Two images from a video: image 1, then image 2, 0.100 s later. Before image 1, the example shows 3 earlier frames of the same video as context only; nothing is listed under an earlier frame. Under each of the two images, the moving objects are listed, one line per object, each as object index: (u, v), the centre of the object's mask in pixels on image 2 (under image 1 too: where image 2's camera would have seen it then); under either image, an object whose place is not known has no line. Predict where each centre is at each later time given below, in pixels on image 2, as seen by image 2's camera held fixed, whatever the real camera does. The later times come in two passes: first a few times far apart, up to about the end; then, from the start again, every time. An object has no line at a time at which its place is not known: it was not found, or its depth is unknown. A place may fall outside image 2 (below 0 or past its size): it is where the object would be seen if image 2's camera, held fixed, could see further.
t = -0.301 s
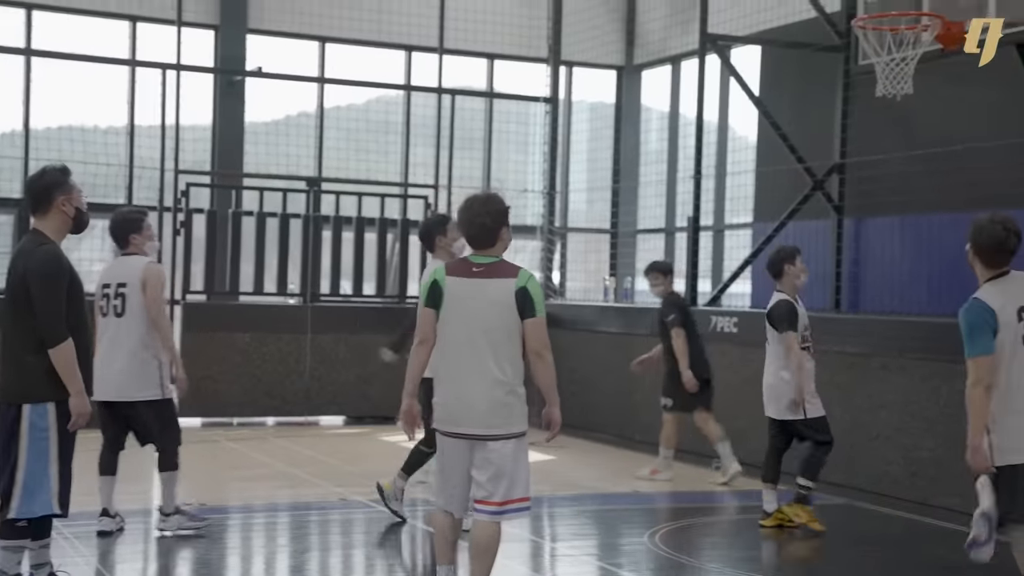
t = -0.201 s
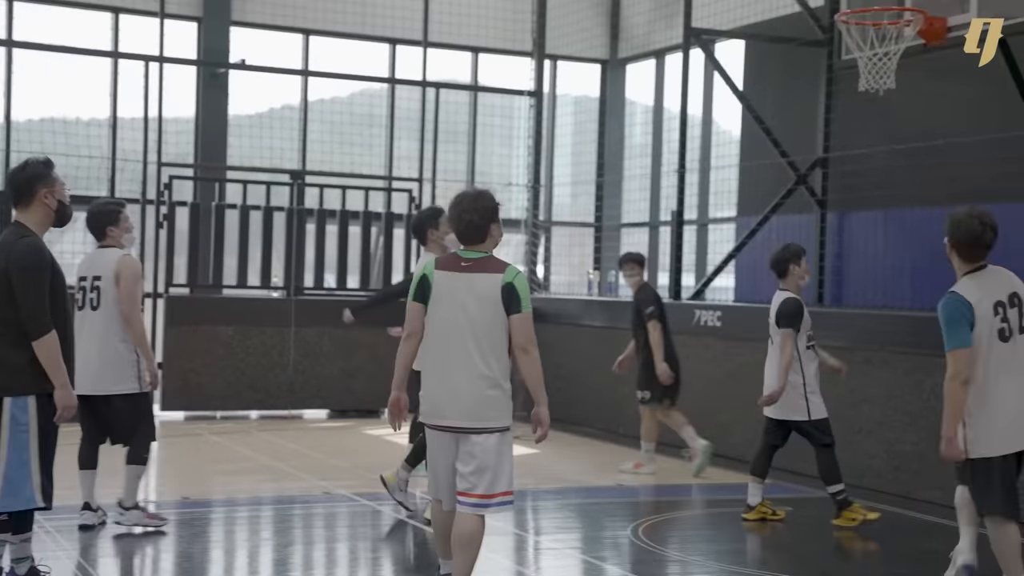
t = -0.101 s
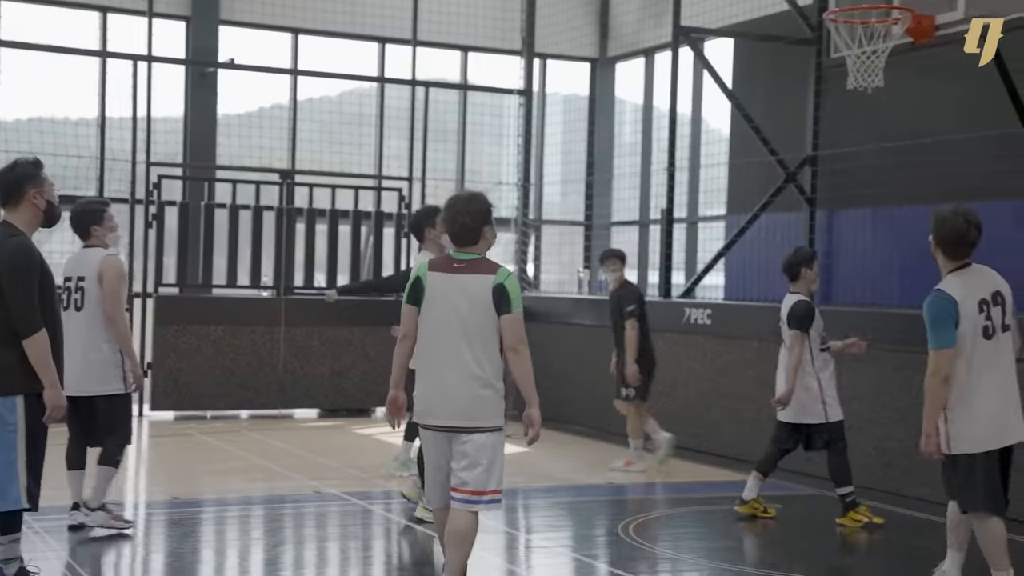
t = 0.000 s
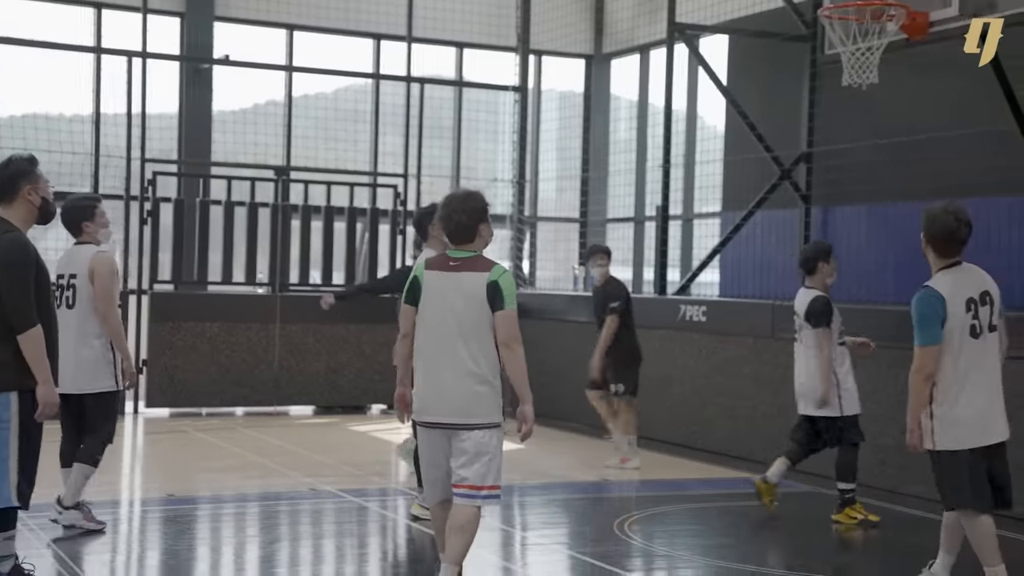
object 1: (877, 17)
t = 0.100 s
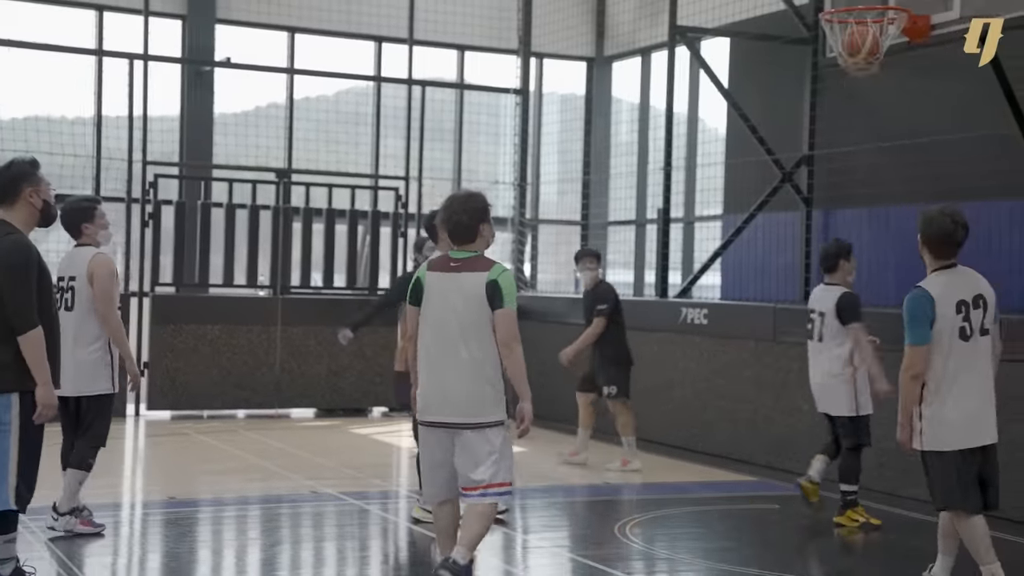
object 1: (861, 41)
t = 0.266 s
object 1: (835, 52)
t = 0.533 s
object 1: (804, 136)
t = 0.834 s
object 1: (770, 370)
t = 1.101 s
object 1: (757, 390)
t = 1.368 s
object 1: (762, 269)
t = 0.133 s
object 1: (859, 38)
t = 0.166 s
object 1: (850, 46)
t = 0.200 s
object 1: (844, 46)
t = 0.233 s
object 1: (836, 50)
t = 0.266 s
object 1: (835, 52)
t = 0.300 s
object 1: (832, 55)
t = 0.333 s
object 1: (828, 59)
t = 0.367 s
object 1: (824, 66)
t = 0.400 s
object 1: (822, 76)
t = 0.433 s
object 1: (818, 90)
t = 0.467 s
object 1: (812, 102)
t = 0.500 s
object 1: (807, 118)
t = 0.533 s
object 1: (804, 136)
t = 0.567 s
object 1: (800, 155)
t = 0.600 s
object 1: (797, 177)
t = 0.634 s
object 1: (794, 198)
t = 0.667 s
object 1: (791, 223)
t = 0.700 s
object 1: (788, 248)
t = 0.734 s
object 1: (783, 279)
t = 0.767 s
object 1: (776, 306)
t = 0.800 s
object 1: (773, 337)
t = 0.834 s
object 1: (770, 370)
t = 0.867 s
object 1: (765, 404)
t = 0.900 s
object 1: (761, 441)
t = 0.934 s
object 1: (755, 478)
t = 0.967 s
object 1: (754, 498)
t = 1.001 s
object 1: (751, 467)
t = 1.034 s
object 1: (754, 440)
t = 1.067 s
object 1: (752, 414)
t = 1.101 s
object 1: (757, 390)
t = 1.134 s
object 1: (757, 371)
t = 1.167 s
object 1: (755, 350)
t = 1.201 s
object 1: (758, 331)
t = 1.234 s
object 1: (758, 317)
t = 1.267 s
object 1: (759, 302)
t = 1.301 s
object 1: (759, 290)
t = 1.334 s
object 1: (762, 278)
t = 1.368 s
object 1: (762, 269)
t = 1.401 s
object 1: (762, 262)
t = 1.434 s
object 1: (762, 256)
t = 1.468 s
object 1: (762, 253)
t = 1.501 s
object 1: (762, 251)
